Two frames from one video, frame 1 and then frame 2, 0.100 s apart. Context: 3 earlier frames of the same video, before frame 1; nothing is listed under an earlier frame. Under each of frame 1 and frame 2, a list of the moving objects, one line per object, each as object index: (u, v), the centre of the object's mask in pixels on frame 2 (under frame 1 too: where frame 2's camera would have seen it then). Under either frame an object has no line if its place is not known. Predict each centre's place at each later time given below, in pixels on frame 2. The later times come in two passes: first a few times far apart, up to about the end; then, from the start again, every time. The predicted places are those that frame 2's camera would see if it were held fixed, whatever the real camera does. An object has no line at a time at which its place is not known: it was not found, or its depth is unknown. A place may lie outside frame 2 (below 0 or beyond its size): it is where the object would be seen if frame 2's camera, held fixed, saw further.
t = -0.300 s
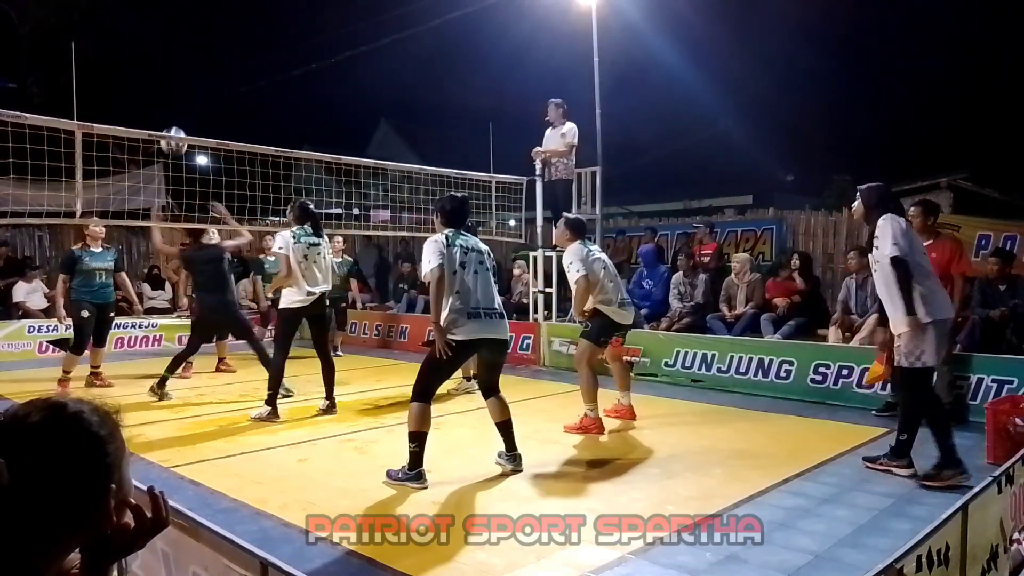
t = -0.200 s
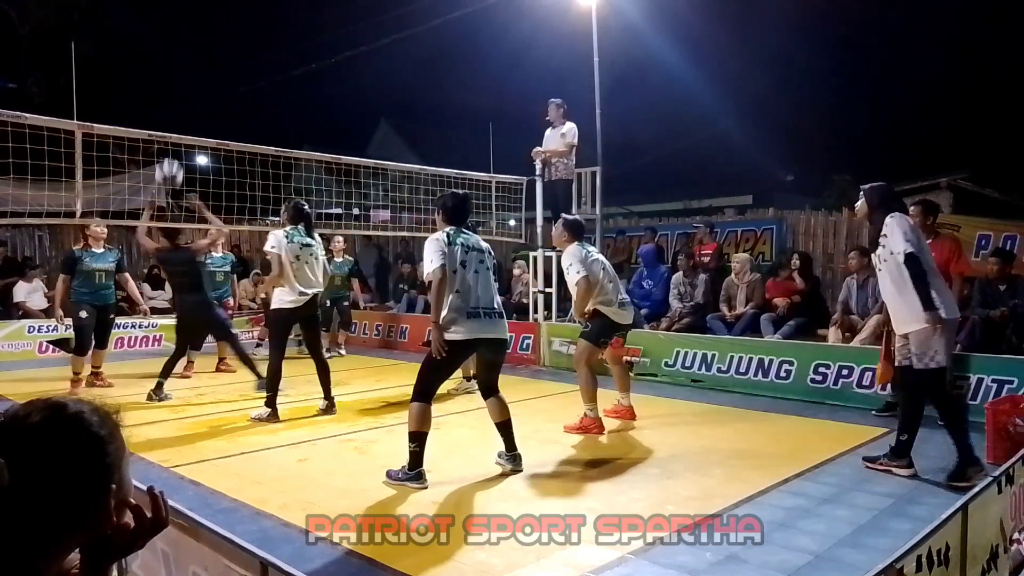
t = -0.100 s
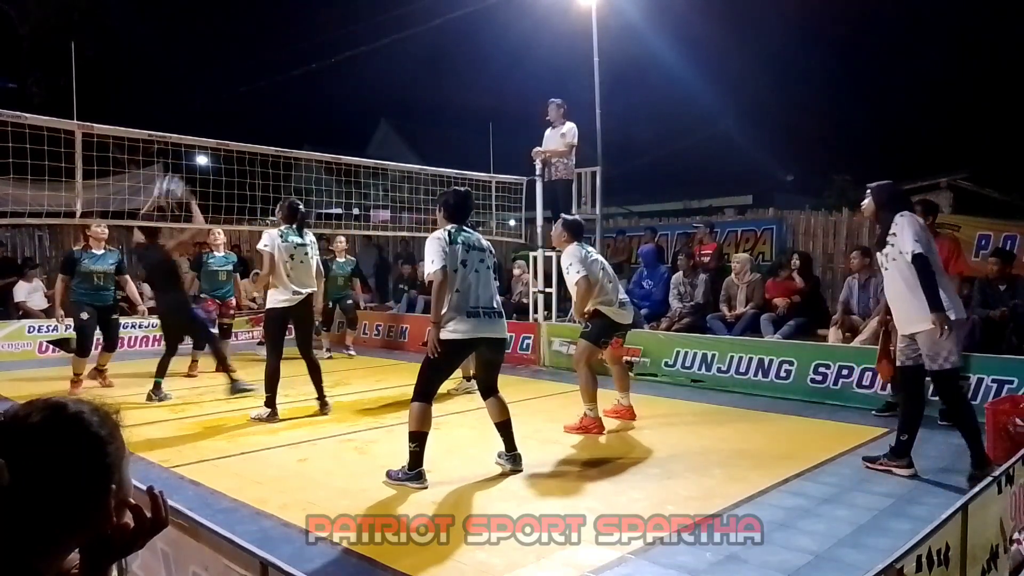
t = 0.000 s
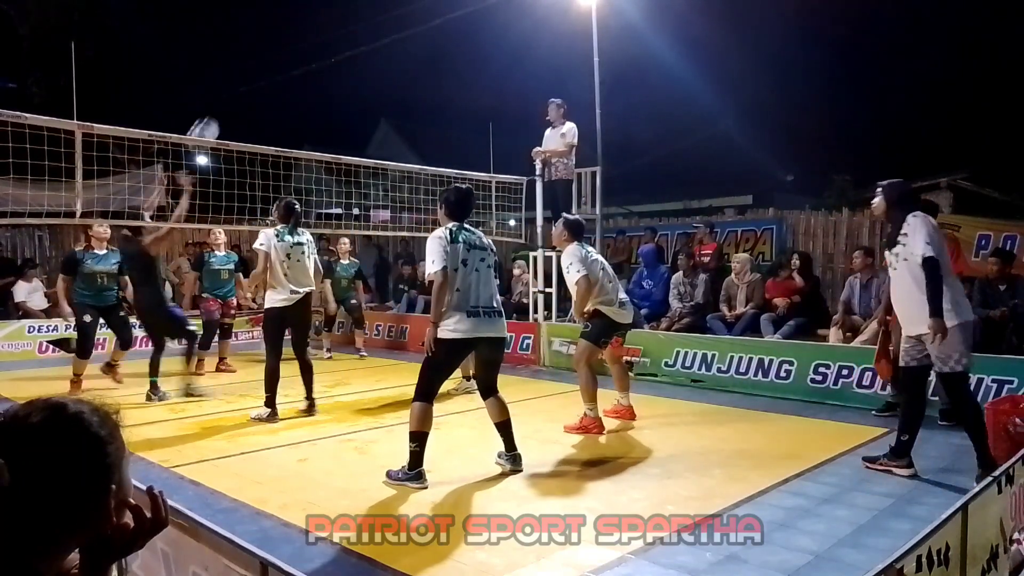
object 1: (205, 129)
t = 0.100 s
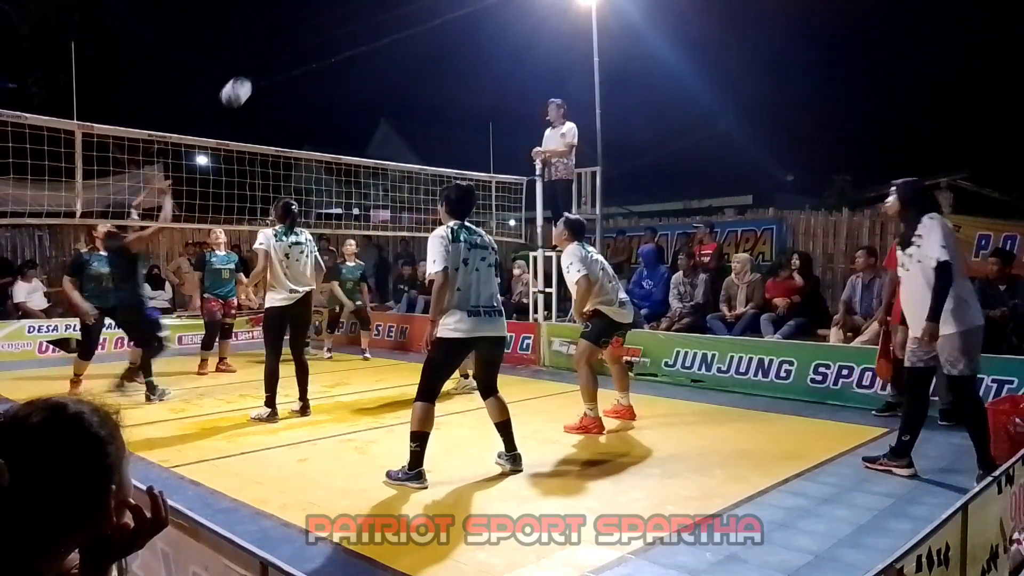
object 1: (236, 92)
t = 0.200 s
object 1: (266, 62)
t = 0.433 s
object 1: (329, 36)
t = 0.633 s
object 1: (374, 59)
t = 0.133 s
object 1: (247, 80)
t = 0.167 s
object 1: (257, 70)
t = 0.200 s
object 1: (266, 62)
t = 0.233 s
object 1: (276, 54)
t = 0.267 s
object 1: (286, 48)
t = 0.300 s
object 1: (294, 43)
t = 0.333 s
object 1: (303, 40)
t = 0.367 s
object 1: (312, 38)
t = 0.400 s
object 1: (320, 36)
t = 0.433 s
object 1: (329, 36)
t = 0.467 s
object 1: (337, 38)
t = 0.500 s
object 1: (344, 40)
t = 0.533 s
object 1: (352, 43)
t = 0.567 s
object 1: (360, 48)
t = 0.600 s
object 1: (367, 52)
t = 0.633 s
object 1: (374, 59)
